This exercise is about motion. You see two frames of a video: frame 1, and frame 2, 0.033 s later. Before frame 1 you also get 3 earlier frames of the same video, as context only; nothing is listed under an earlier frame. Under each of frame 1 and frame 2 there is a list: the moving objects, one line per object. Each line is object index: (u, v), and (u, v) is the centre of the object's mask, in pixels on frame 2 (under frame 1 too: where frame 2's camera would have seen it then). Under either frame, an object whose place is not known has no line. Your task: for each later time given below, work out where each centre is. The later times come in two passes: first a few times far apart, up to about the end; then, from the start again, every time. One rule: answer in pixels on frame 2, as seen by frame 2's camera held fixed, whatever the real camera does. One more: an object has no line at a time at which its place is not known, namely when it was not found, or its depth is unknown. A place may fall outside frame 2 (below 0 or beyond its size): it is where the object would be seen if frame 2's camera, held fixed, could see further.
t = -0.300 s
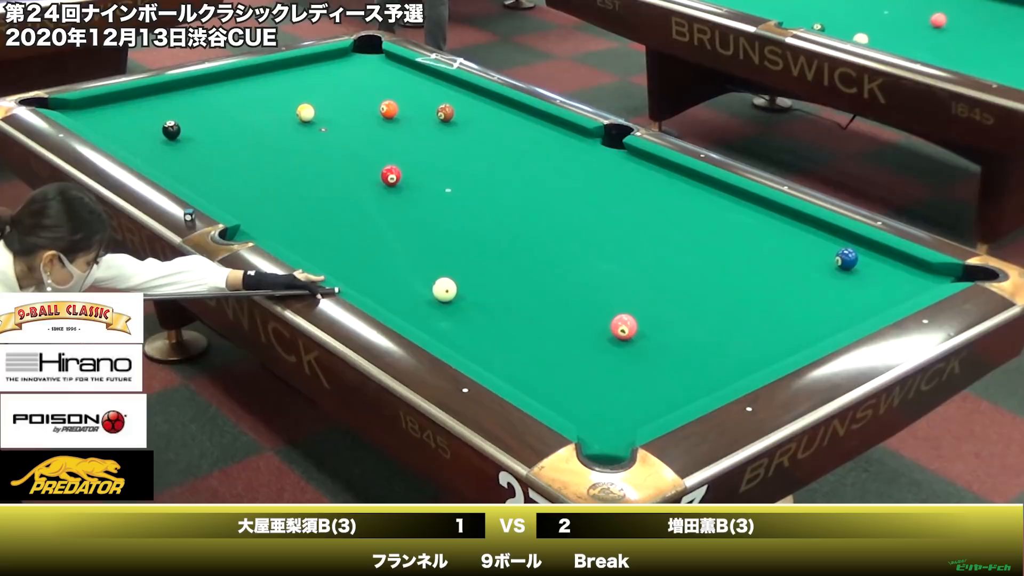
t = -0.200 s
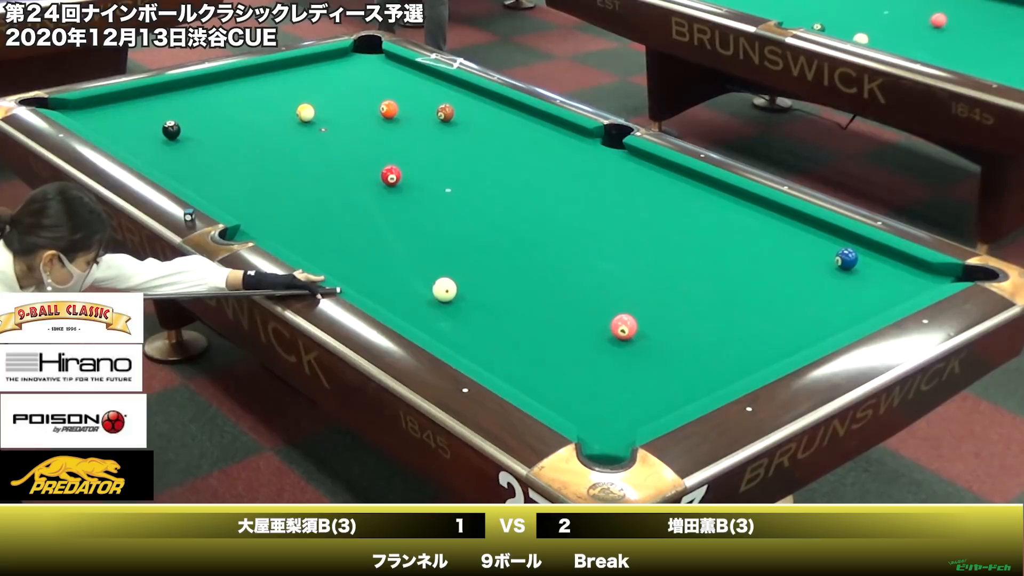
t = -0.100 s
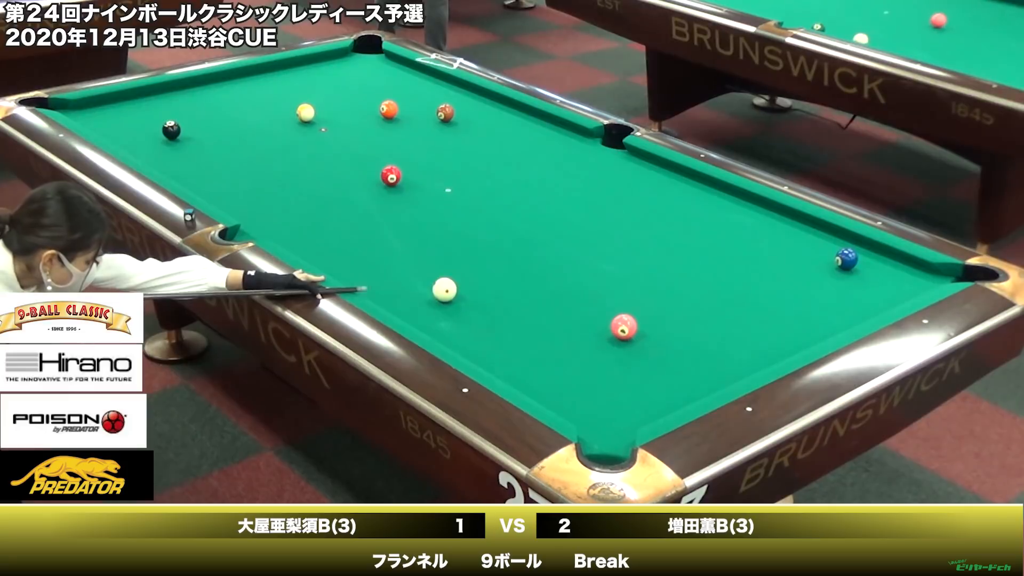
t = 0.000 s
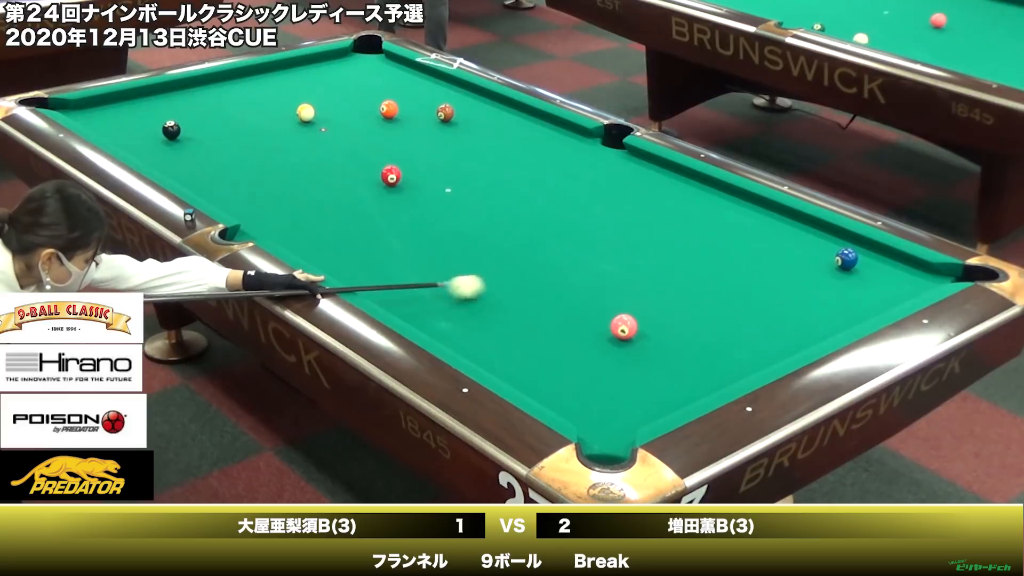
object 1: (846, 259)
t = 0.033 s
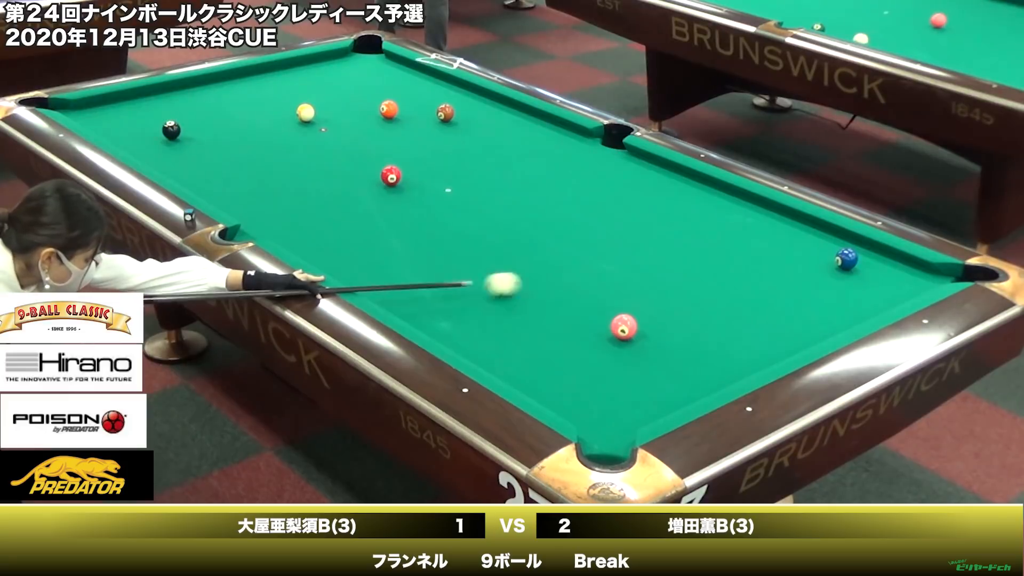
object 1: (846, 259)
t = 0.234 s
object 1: (846, 259)
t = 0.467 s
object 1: (906, 270)
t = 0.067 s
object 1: (846, 259)
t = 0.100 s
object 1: (846, 259)
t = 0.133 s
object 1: (846, 259)
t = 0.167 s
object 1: (846, 259)
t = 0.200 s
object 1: (846, 259)
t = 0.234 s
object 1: (846, 259)
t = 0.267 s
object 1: (846, 259)
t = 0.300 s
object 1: (846, 259)
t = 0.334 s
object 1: (846, 259)
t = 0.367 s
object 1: (846, 259)
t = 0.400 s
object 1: (858, 261)
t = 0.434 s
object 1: (883, 266)
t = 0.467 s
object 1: (906, 270)
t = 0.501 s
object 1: (928, 274)
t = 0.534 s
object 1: (949, 275)
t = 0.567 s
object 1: (969, 277)
